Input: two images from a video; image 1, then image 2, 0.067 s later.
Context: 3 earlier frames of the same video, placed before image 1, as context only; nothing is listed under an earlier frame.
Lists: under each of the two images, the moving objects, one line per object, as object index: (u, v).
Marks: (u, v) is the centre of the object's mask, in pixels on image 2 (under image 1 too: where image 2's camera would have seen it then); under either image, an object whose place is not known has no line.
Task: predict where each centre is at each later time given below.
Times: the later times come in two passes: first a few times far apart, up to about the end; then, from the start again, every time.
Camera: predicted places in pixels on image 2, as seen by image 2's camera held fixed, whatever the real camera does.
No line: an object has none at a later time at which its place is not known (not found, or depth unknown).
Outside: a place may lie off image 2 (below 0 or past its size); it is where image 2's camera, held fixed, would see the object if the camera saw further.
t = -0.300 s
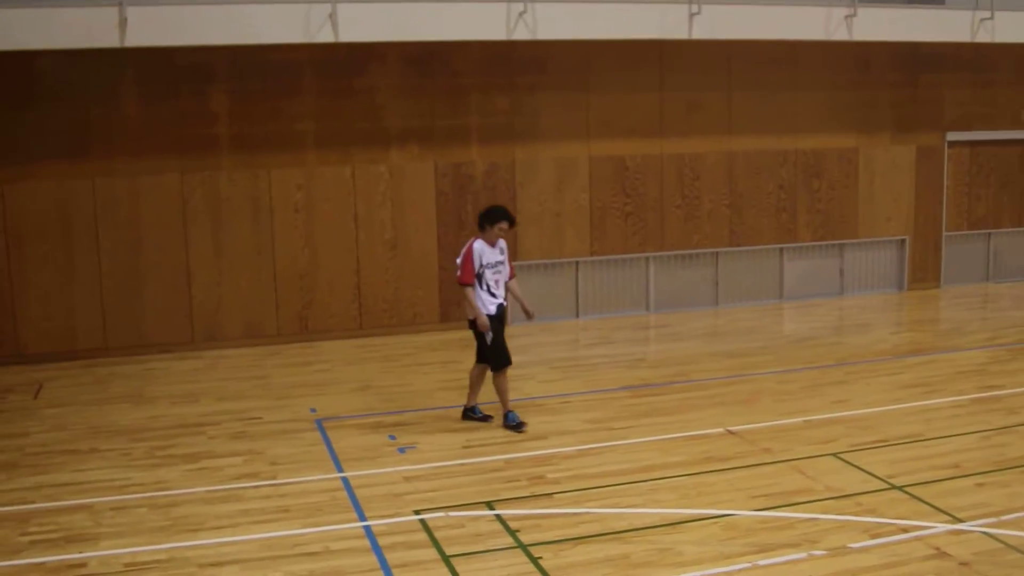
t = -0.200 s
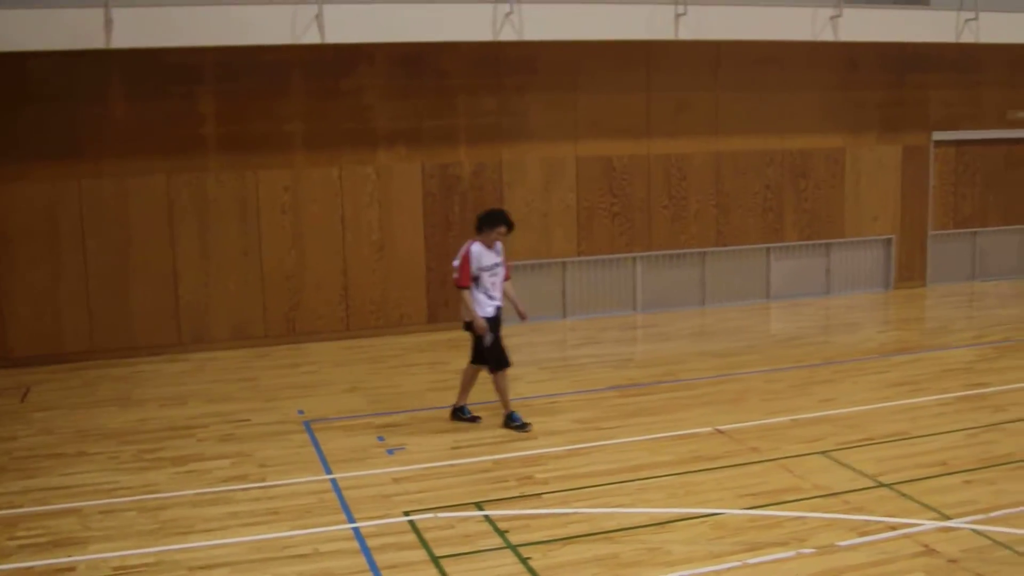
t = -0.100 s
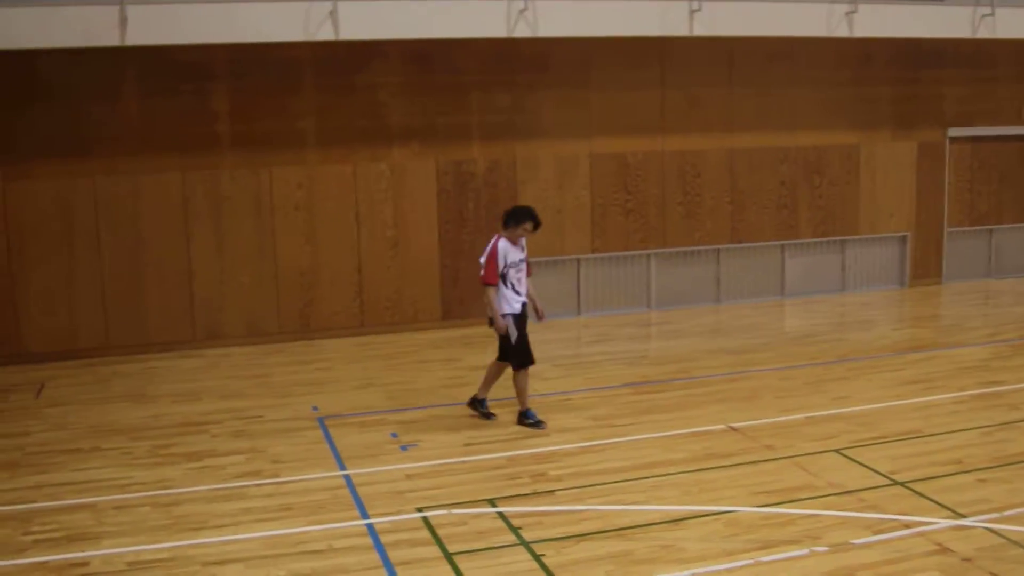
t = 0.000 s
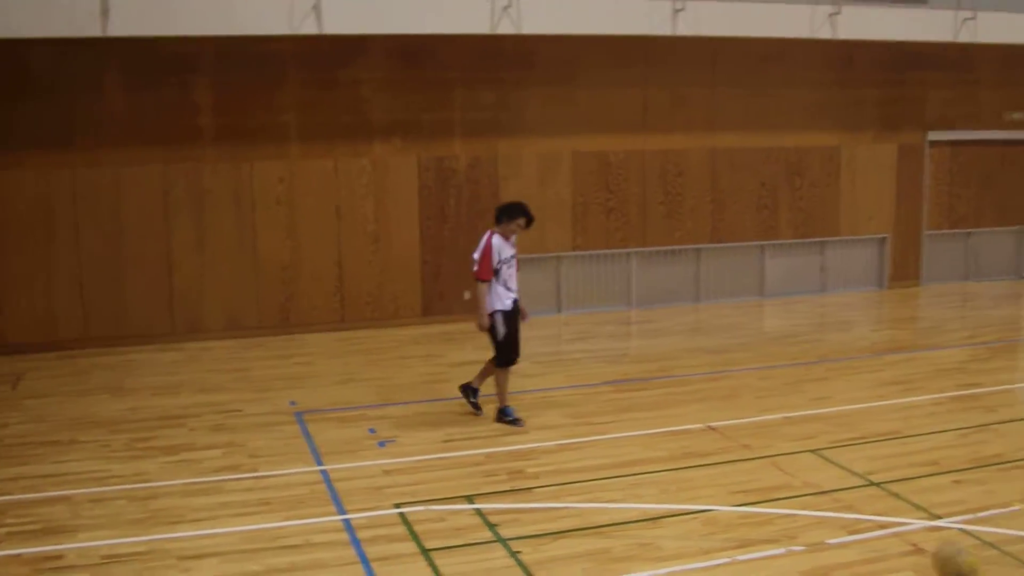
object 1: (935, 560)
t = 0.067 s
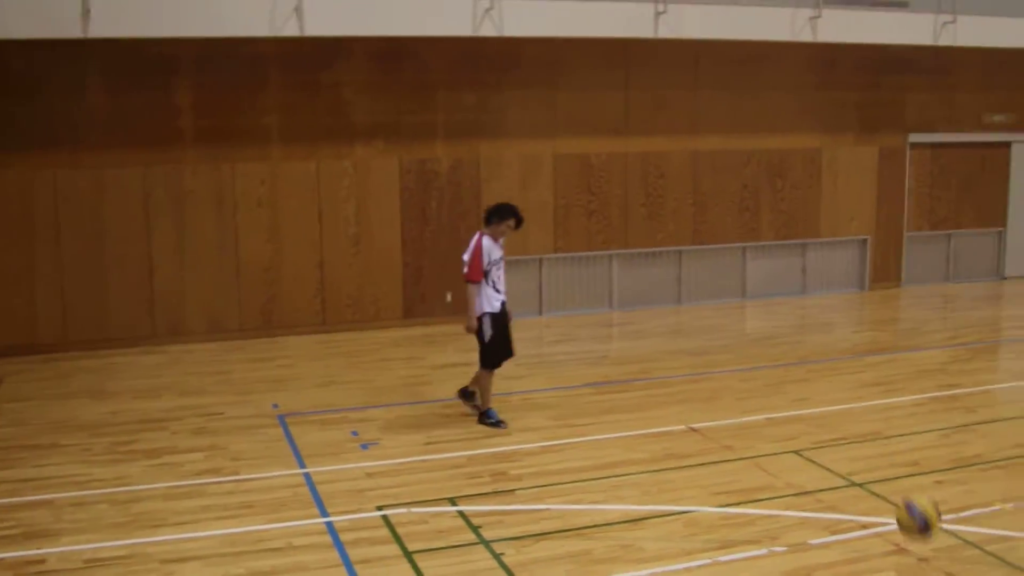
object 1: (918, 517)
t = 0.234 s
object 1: (866, 446)
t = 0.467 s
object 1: (799, 434)
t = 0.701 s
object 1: (739, 500)
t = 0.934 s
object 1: (699, 404)
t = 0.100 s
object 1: (908, 498)
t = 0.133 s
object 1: (897, 482)
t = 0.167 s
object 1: (887, 466)
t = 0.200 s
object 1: (876, 455)
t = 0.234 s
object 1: (866, 446)
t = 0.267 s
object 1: (856, 438)
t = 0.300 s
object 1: (845, 433)
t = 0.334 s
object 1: (836, 429)
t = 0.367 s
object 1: (826, 427)
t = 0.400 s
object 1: (816, 428)
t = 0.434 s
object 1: (808, 430)
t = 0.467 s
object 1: (799, 434)
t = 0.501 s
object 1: (788, 441)
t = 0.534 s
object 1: (780, 449)
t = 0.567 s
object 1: (772, 457)
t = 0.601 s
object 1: (762, 469)
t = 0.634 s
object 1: (754, 480)
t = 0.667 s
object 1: (746, 494)
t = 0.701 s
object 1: (739, 500)
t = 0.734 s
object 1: (734, 479)
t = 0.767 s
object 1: (727, 462)
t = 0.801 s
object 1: (720, 447)
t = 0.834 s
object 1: (714, 435)
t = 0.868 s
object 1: (709, 423)
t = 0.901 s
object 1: (704, 412)
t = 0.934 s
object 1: (699, 404)
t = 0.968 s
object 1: (694, 398)
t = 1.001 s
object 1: (689, 394)
